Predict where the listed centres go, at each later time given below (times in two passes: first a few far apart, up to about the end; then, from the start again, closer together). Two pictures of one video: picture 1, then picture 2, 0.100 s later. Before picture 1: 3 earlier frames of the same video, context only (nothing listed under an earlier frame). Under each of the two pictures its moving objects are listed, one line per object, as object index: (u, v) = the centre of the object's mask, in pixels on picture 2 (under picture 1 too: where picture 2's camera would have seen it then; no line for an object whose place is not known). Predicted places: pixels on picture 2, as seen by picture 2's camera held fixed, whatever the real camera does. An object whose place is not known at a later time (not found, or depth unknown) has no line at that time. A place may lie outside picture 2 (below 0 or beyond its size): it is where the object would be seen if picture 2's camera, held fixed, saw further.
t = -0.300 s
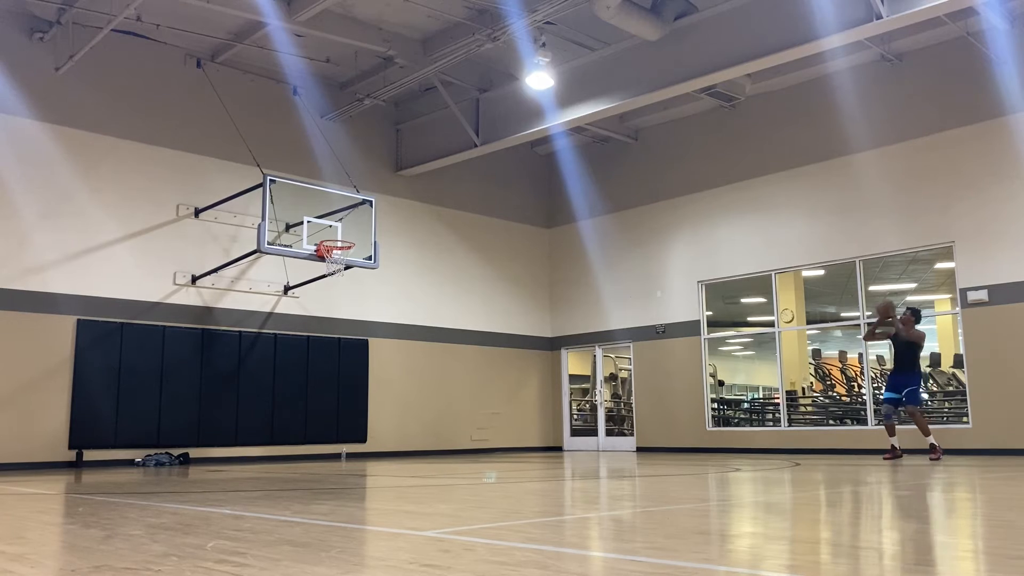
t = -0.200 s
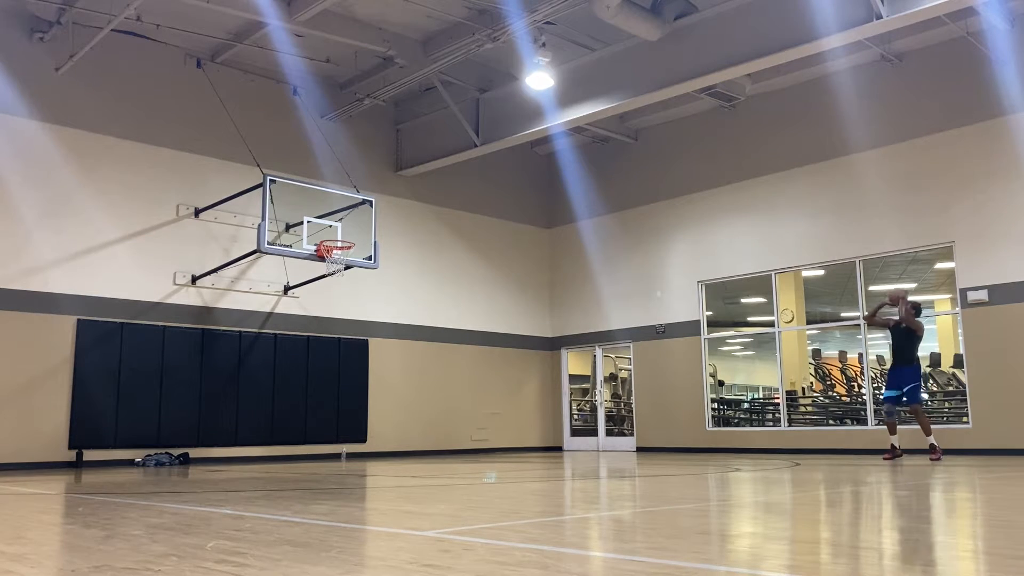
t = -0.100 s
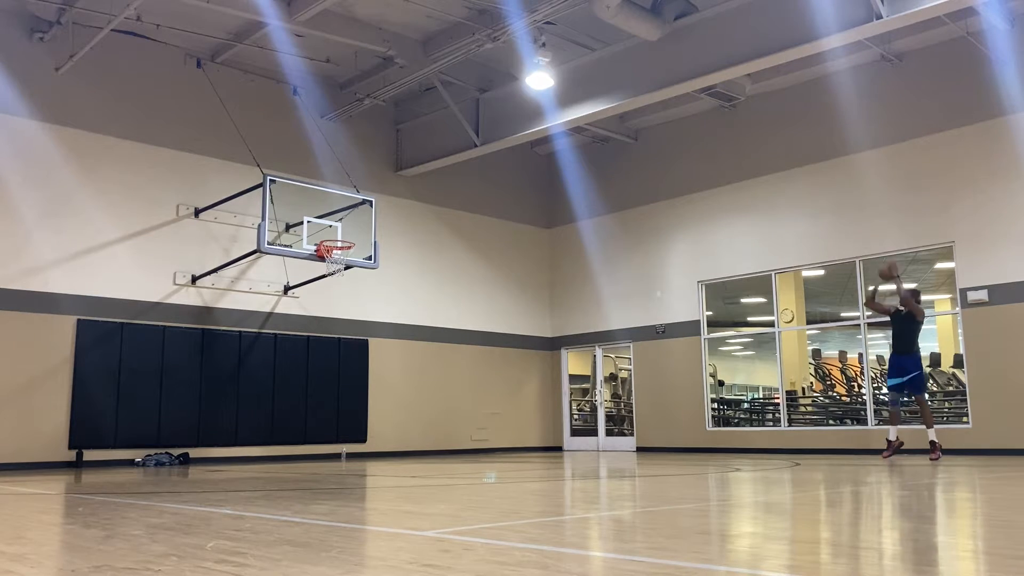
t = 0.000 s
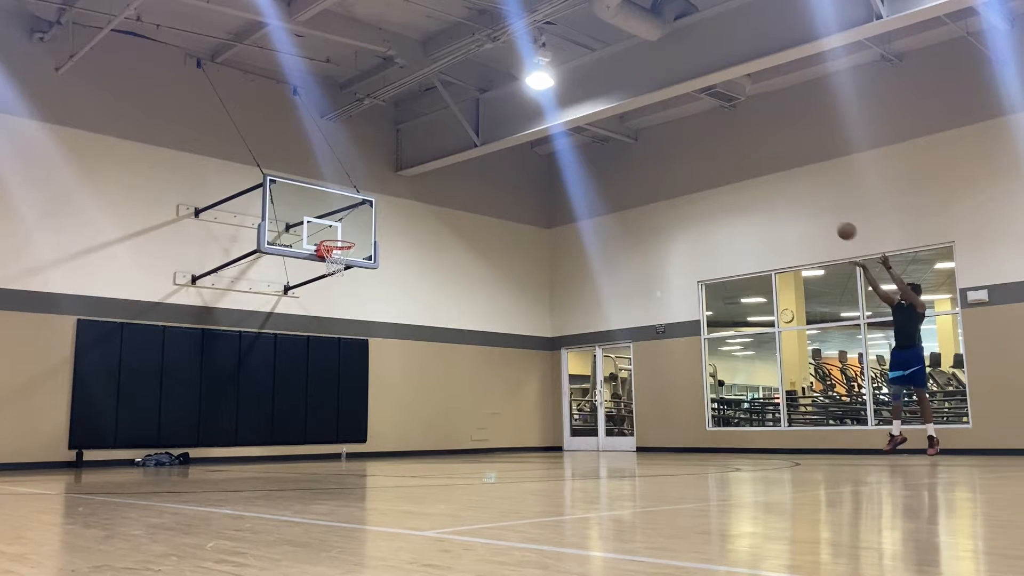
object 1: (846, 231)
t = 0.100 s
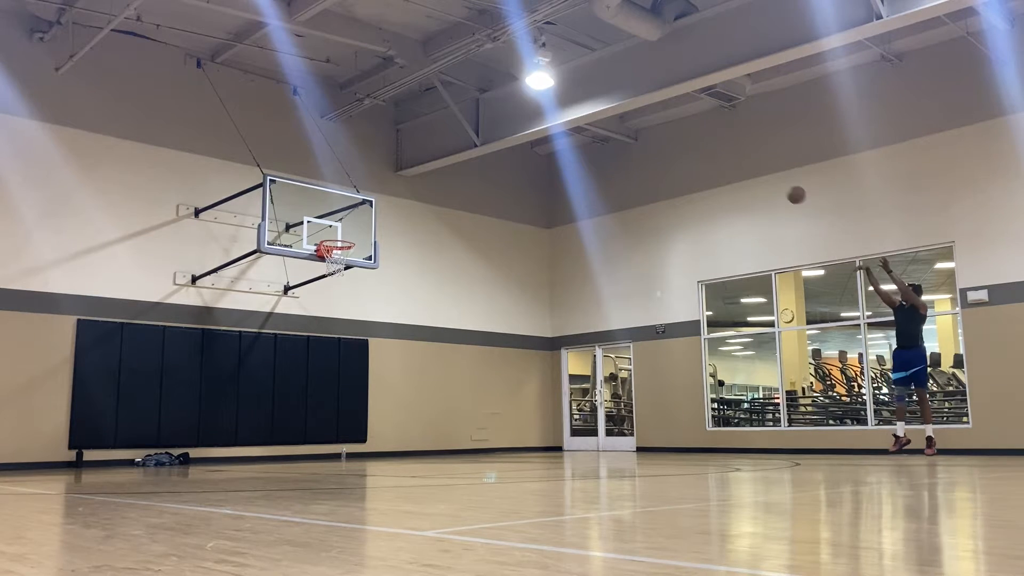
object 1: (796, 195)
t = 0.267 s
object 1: (716, 152)
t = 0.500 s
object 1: (612, 123)
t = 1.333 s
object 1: (350, 266)
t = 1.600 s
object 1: (372, 294)
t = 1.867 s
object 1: (394, 369)
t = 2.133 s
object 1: (413, 427)
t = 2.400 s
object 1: (430, 356)
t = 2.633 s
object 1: (444, 334)
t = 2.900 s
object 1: (460, 356)
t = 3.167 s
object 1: (476, 429)
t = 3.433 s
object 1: (493, 402)
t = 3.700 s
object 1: (510, 380)
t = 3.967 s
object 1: (527, 410)
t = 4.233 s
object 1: (545, 431)
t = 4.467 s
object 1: (561, 407)
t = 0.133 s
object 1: (780, 184)
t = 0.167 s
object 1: (763, 175)
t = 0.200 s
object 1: (747, 167)
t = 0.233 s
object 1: (731, 159)
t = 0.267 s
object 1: (716, 152)
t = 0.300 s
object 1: (700, 145)
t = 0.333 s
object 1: (685, 139)
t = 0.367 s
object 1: (670, 135)
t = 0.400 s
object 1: (655, 131)
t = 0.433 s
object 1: (640, 128)
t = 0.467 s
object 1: (626, 127)
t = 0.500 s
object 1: (612, 123)
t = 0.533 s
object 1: (597, 123)
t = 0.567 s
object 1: (584, 124)
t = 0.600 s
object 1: (570, 123)
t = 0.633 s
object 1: (556, 125)
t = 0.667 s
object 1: (542, 125)
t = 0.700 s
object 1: (528, 128)
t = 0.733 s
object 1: (514, 131)
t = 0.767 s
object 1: (501, 135)
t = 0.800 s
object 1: (488, 139)
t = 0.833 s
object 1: (474, 144)
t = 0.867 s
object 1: (461, 150)
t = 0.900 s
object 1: (447, 157)
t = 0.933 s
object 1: (434, 163)
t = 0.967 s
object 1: (420, 172)
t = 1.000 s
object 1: (406, 180)
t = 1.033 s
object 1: (393, 189)
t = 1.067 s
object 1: (380, 200)
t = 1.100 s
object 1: (365, 209)
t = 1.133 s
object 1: (352, 221)
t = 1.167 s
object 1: (338, 233)
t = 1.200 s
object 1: (329, 241)
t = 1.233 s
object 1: (333, 250)
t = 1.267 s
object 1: (342, 264)
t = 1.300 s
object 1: (347, 266)
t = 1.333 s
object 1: (350, 266)
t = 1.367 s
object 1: (353, 267)
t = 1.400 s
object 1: (355, 269)
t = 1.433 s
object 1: (358, 272)
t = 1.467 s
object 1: (361, 274)
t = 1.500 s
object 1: (364, 278)
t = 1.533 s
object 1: (367, 282)
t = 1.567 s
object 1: (369, 288)
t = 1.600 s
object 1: (372, 294)
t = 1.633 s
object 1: (375, 301)
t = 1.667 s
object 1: (378, 308)
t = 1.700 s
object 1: (380, 316)
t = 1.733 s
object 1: (383, 325)
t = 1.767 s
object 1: (386, 335)
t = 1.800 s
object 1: (388, 346)
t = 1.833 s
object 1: (391, 357)
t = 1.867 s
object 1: (394, 369)
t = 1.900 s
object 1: (396, 382)
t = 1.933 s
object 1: (399, 396)
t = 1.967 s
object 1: (402, 410)
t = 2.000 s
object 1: (404, 425)
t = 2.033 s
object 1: (407, 441)
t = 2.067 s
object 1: (409, 453)
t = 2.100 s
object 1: (411, 439)
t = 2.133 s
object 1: (413, 427)
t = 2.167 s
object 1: (415, 415)
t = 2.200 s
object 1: (418, 404)
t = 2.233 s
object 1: (420, 394)
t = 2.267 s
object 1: (422, 384)
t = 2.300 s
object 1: (424, 376)
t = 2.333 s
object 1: (426, 368)
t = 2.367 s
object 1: (428, 361)
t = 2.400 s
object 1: (430, 356)
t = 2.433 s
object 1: (432, 350)
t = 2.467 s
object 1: (434, 345)
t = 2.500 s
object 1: (436, 341)
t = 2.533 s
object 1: (438, 338)
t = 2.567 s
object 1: (440, 336)
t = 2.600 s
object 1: (442, 335)
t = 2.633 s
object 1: (444, 334)
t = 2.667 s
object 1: (446, 334)
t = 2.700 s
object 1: (447, 334)
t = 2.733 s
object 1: (450, 336)
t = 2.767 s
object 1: (452, 338)
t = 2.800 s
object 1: (454, 342)
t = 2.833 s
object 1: (456, 346)
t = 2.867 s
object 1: (458, 350)
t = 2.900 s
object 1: (460, 356)
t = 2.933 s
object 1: (462, 362)
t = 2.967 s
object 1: (464, 369)
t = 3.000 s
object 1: (466, 377)
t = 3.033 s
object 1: (468, 386)
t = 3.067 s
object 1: (470, 395)
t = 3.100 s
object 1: (472, 405)
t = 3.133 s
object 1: (474, 417)
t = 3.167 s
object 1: (476, 429)
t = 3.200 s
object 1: (479, 443)
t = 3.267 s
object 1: (482, 443)
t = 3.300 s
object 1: (485, 433)
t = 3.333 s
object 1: (487, 424)
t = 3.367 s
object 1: (489, 416)
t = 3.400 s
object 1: (491, 409)
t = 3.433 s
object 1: (493, 402)
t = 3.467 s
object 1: (495, 397)
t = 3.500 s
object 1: (497, 392)
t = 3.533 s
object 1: (499, 388)
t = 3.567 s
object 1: (502, 385)
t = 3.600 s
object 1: (504, 382)
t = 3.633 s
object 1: (506, 381)
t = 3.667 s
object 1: (508, 380)
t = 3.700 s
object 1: (510, 380)
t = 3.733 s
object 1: (512, 381)
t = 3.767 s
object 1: (514, 383)
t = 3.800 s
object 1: (516, 385)
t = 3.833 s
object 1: (518, 389)
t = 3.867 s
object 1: (521, 393)
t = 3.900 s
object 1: (523, 398)
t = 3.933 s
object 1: (525, 403)
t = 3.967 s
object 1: (527, 410)
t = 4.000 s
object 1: (529, 418)
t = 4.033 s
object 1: (532, 426)
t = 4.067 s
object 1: (534, 435)
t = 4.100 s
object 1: (537, 445)
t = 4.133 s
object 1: (539, 454)
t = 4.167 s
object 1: (541, 445)
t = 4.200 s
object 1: (542, 438)
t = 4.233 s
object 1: (545, 431)
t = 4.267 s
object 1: (547, 425)
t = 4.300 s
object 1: (549, 420)
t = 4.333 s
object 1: (551, 416)
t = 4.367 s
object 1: (554, 412)
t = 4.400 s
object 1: (556, 410)
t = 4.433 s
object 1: (559, 408)
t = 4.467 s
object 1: (561, 407)
